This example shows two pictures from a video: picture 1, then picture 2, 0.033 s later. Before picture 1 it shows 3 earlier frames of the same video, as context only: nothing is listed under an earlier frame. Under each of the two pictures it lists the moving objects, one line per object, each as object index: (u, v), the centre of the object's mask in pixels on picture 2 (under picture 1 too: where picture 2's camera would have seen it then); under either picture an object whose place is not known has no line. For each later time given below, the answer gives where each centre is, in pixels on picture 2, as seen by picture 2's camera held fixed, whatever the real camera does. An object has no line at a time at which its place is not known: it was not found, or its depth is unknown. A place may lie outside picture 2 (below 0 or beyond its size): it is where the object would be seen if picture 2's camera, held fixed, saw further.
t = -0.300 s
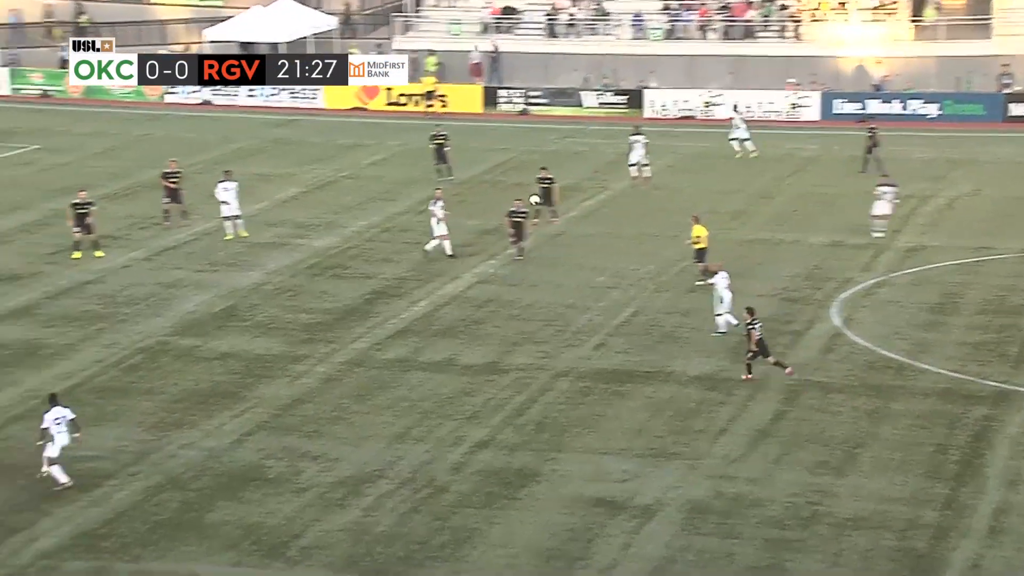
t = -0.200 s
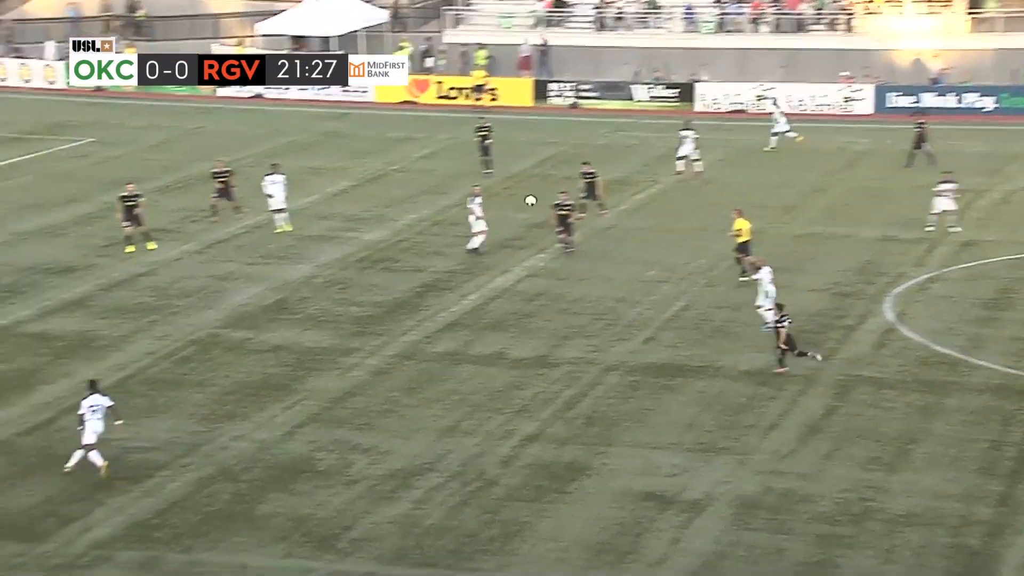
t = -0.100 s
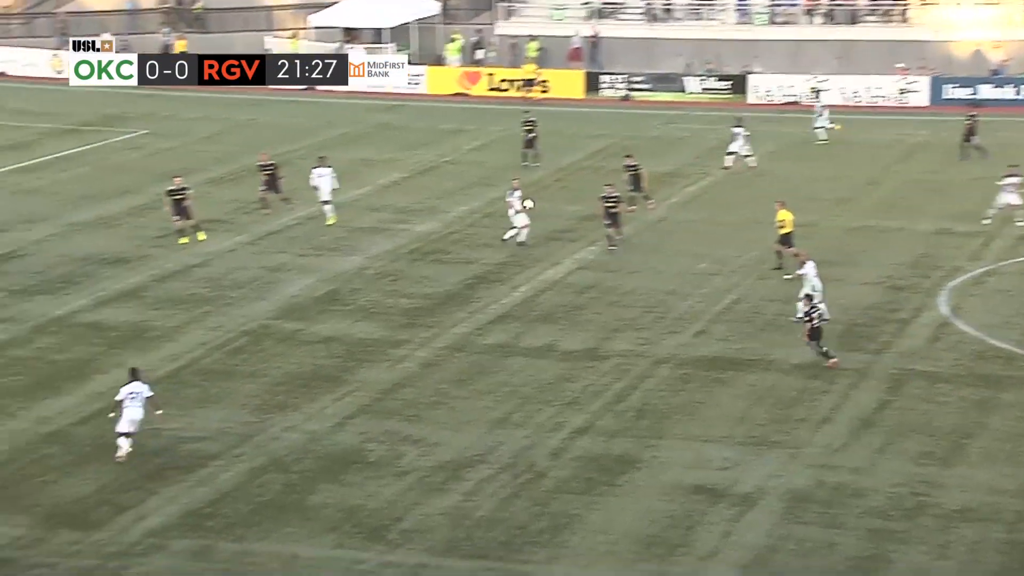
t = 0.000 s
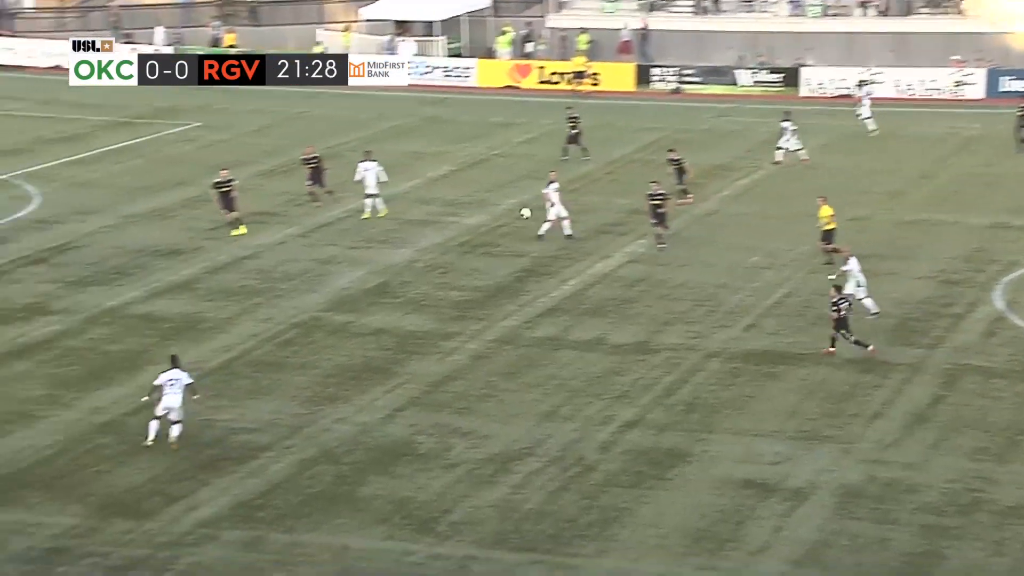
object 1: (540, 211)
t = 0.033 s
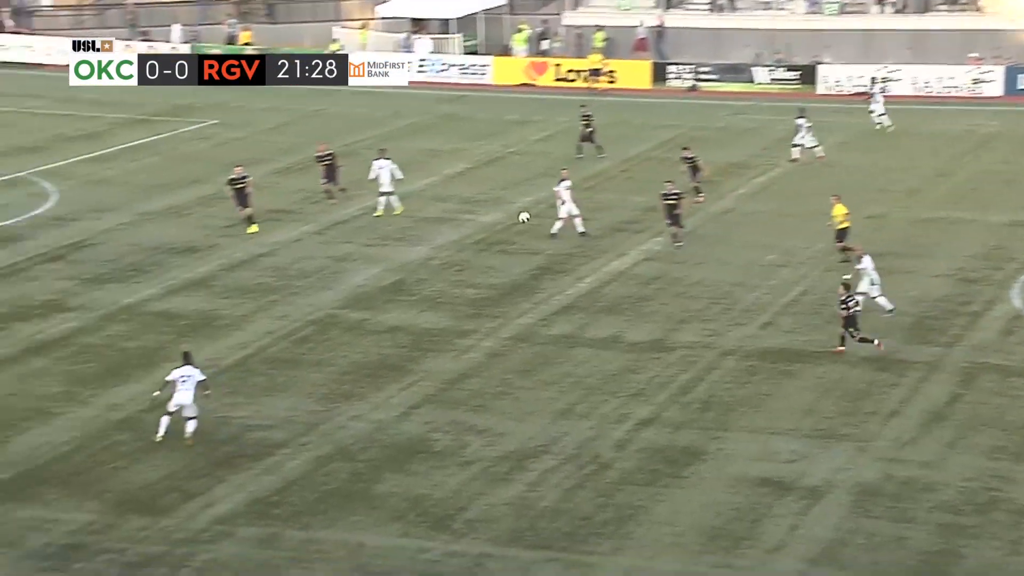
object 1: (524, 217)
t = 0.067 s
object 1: (508, 224)
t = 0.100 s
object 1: (492, 231)
